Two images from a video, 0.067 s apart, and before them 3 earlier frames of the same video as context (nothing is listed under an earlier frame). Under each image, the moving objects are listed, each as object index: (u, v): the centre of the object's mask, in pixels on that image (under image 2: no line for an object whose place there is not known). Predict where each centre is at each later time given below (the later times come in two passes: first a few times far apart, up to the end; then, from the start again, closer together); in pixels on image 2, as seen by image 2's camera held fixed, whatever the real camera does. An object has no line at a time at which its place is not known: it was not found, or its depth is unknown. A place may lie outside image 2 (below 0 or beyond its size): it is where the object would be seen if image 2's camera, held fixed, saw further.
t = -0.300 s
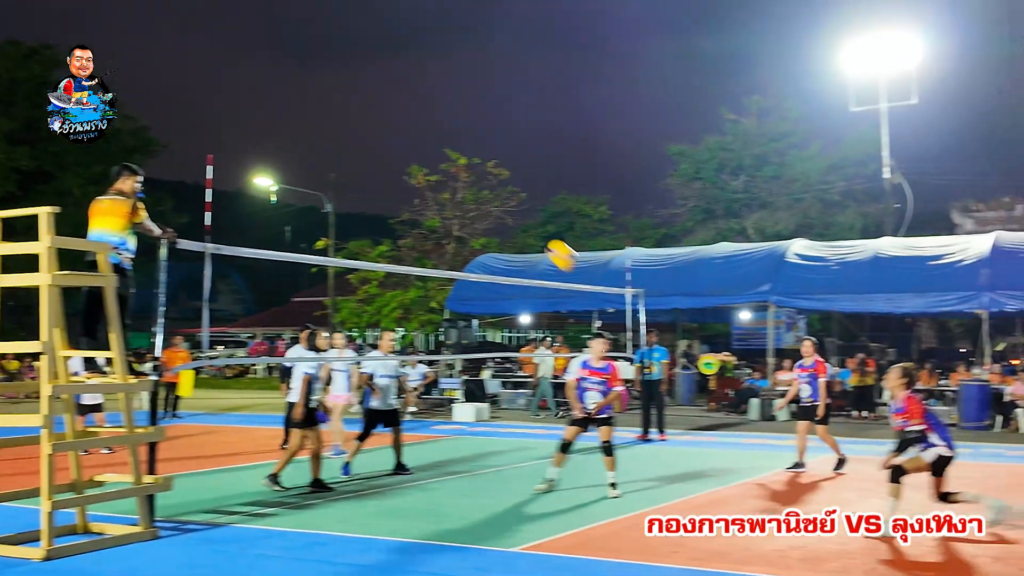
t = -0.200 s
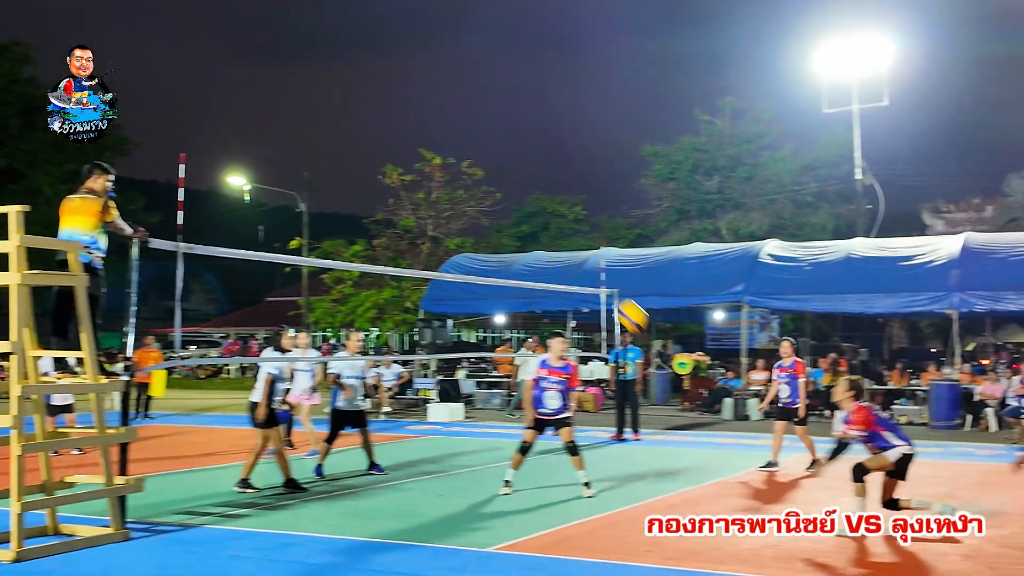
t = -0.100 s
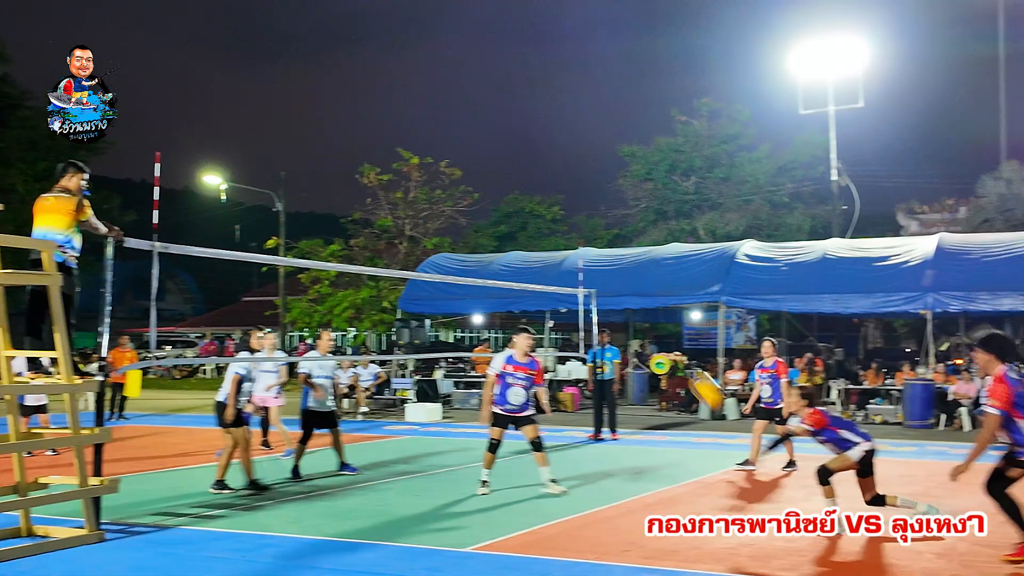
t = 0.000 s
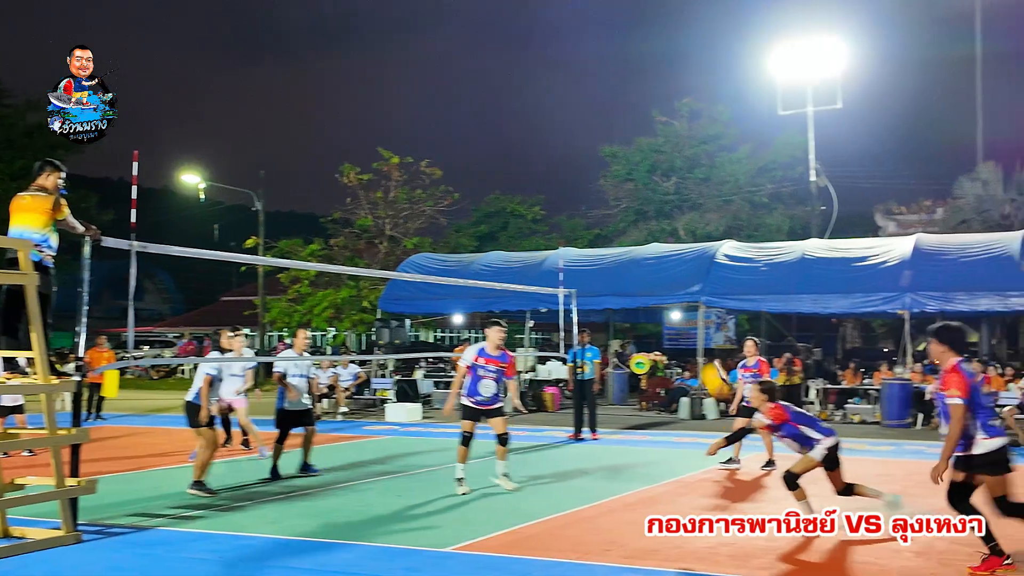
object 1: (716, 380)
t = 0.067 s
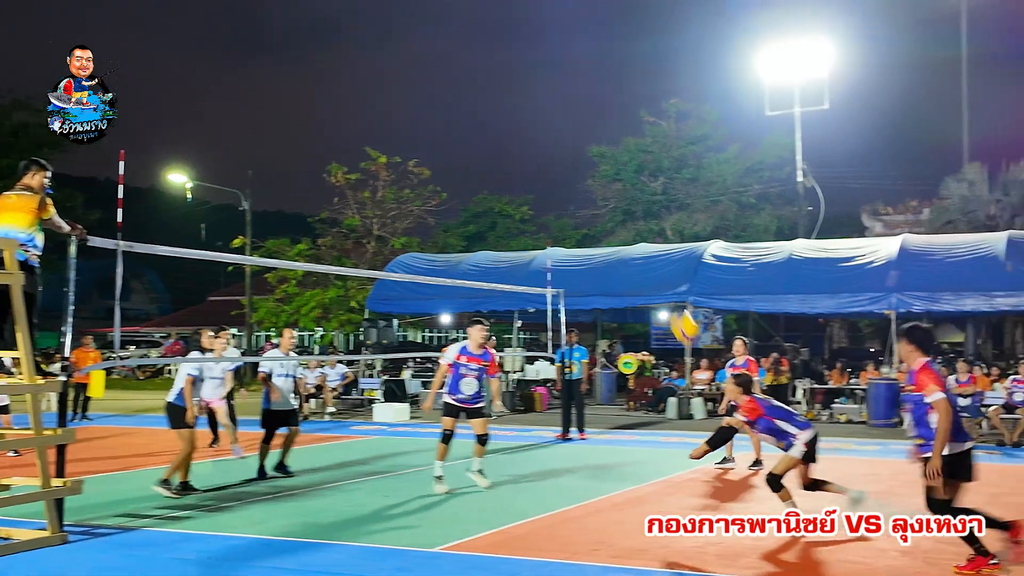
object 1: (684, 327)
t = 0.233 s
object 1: (640, 221)
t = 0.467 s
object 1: (582, 129)
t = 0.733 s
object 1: (520, 100)
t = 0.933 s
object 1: (475, 129)
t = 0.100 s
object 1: (675, 302)
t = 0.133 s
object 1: (666, 281)
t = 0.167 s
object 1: (658, 260)
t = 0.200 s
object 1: (647, 238)
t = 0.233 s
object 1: (640, 221)
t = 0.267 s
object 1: (631, 204)
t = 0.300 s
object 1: (622, 188)
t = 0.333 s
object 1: (615, 173)
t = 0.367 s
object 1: (606, 160)
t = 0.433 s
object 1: (590, 138)
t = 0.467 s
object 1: (582, 129)
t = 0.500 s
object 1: (574, 121)
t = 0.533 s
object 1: (566, 114)
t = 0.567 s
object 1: (559, 109)
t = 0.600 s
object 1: (550, 104)
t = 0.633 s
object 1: (543, 101)
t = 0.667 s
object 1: (536, 99)
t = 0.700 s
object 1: (528, 99)
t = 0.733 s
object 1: (520, 100)
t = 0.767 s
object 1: (513, 102)
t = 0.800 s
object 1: (505, 105)
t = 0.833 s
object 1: (498, 109)
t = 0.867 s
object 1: (490, 115)
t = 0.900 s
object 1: (483, 122)
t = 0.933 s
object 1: (475, 129)
